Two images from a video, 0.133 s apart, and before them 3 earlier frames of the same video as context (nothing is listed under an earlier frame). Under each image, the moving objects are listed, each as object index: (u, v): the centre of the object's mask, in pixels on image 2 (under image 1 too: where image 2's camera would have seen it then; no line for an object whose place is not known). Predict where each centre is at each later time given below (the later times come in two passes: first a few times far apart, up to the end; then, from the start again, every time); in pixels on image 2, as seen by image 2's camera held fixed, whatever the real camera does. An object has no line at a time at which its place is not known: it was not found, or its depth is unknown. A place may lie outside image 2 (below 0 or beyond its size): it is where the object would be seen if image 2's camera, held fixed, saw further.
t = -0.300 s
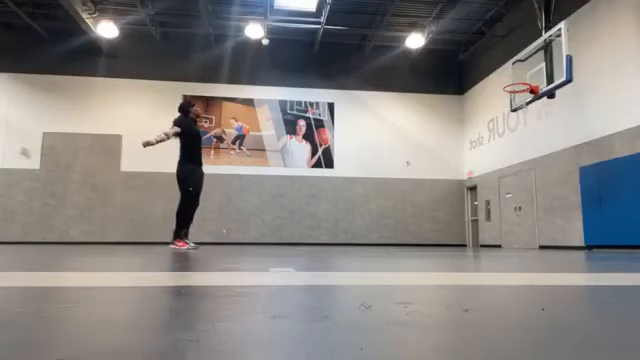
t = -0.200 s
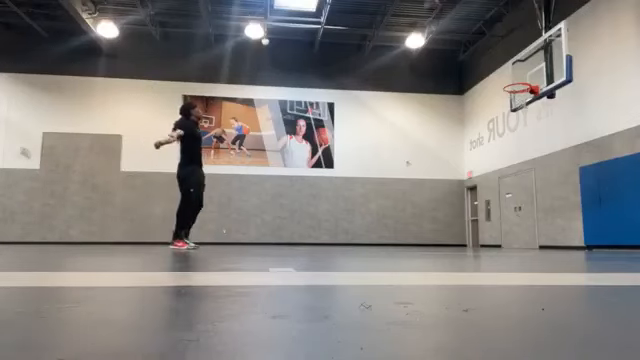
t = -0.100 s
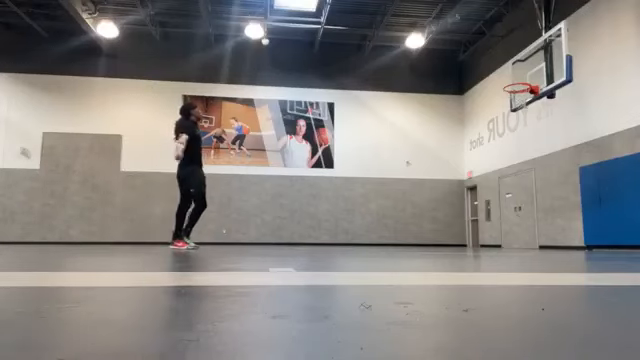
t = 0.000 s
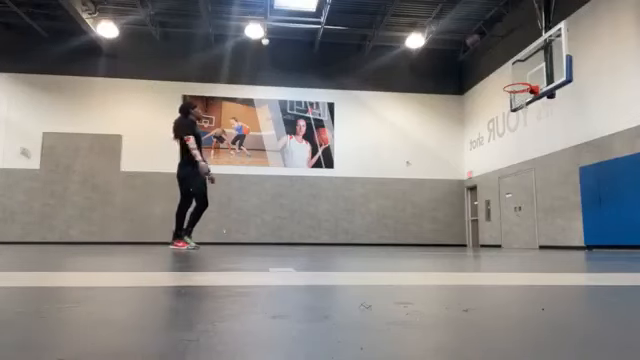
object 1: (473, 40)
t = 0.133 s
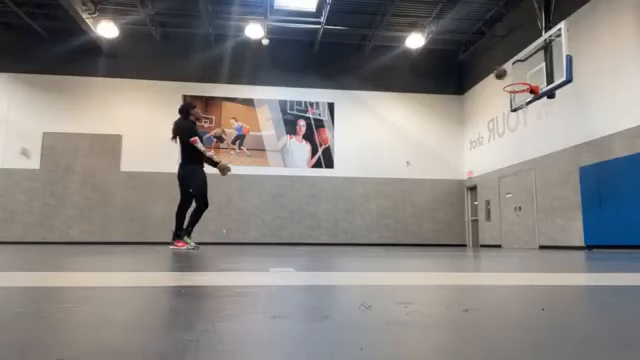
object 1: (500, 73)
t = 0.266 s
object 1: (519, 82)
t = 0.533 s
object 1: (494, 79)
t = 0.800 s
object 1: (457, 105)
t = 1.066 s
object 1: (422, 161)
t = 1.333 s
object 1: (390, 240)
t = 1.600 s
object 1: (378, 177)
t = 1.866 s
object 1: (369, 151)
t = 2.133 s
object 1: (360, 158)
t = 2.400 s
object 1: (352, 196)
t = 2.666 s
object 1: (344, 229)
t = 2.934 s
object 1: (336, 192)
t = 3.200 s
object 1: (329, 186)
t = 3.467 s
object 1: (322, 210)
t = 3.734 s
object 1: (315, 229)
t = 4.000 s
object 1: (308, 206)
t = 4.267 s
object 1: (303, 213)
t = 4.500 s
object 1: (298, 240)
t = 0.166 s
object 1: (506, 81)
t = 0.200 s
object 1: (511, 81)
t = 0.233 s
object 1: (515, 81)
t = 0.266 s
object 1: (519, 82)
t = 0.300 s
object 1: (524, 83)
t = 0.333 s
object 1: (524, 82)
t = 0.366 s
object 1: (518, 80)
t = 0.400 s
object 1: (514, 79)
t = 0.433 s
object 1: (509, 78)
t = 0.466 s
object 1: (504, 78)
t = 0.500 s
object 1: (499, 78)
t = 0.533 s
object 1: (494, 79)
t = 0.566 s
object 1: (489, 81)
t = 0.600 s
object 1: (484, 83)
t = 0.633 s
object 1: (479, 85)
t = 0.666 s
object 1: (475, 88)
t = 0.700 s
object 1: (470, 91)
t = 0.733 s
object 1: (466, 95)
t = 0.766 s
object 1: (461, 100)
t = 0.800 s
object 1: (457, 105)
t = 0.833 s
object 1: (453, 110)
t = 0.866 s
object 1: (448, 116)
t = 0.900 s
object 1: (444, 122)
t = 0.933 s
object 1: (439, 129)
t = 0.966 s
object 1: (435, 136)
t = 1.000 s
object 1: (431, 144)
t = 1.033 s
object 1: (427, 152)
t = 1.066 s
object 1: (422, 161)
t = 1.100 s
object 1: (418, 170)
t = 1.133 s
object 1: (414, 180)
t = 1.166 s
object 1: (410, 190)
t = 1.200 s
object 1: (406, 201)
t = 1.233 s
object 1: (402, 212)
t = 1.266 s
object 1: (398, 224)
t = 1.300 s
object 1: (393, 236)
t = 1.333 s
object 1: (390, 240)
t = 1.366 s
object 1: (389, 231)
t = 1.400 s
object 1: (387, 221)
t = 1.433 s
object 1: (385, 212)
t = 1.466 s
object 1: (384, 204)
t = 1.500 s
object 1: (382, 196)
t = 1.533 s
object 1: (381, 189)
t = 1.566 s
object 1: (379, 183)
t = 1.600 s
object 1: (378, 177)
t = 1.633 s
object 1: (377, 172)
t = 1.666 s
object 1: (376, 167)
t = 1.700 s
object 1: (374, 163)
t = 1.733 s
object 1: (373, 160)
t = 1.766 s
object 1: (372, 157)
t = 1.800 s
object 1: (370, 154)
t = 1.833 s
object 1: (370, 153)
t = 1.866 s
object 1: (369, 151)
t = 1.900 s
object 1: (367, 150)
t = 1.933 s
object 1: (366, 150)
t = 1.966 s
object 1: (365, 150)
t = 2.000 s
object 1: (364, 151)
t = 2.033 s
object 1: (363, 152)
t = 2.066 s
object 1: (362, 154)
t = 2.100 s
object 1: (361, 155)
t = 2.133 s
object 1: (360, 158)
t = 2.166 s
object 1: (359, 161)
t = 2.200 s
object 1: (358, 165)
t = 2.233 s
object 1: (357, 169)
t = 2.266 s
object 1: (356, 173)
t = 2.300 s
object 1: (355, 178)
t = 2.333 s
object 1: (353, 184)
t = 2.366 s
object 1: (353, 189)
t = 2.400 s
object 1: (352, 196)
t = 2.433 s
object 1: (351, 203)
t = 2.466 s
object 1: (350, 210)
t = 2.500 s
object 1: (349, 217)
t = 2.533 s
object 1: (348, 226)
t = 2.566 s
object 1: (347, 234)
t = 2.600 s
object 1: (346, 242)
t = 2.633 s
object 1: (345, 236)
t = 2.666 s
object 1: (344, 229)
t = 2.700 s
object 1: (343, 222)
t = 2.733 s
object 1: (342, 216)
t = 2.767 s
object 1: (341, 211)
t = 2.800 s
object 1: (340, 206)
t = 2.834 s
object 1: (339, 202)
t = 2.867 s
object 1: (338, 198)
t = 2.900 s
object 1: (337, 195)
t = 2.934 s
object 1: (336, 192)
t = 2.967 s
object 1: (335, 189)
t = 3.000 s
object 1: (334, 188)
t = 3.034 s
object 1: (333, 186)
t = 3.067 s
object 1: (332, 185)
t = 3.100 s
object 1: (332, 185)
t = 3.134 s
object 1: (330, 185)
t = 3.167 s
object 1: (330, 185)
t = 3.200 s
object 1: (329, 186)
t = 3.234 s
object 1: (328, 188)
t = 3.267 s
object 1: (327, 189)
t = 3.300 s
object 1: (326, 192)
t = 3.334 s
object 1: (325, 195)
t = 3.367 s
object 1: (324, 198)
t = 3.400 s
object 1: (323, 202)
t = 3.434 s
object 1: (322, 206)
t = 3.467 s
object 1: (322, 210)
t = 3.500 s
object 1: (321, 215)
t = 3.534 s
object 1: (320, 220)
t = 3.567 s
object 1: (319, 226)
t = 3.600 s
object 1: (318, 232)
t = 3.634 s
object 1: (317, 239)
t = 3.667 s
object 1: (316, 240)
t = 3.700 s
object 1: (316, 235)
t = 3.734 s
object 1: (315, 229)
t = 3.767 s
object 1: (314, 225)
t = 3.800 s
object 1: (313, 221)
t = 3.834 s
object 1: (312, 217)
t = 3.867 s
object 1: (312, 214)
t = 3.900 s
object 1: (311, 212)
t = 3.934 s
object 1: (310, 210)
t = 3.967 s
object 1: (310, 208)
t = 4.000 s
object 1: (308, 206)
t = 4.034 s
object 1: (308, 206)
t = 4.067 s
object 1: (307, 205)
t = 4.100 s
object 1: (306, 205)
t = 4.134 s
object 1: (306, 206)
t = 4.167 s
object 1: (305, 207)
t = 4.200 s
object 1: (304, 208)
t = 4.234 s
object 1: (303, 210)
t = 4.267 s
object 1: (303, 213)
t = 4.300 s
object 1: (302, 215)
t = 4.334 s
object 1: (301, 218)
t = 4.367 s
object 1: (301, 222)
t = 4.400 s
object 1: (300, 226)
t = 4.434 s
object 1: (299, 230)
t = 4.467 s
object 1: (298, 235)
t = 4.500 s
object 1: (298, 240)
